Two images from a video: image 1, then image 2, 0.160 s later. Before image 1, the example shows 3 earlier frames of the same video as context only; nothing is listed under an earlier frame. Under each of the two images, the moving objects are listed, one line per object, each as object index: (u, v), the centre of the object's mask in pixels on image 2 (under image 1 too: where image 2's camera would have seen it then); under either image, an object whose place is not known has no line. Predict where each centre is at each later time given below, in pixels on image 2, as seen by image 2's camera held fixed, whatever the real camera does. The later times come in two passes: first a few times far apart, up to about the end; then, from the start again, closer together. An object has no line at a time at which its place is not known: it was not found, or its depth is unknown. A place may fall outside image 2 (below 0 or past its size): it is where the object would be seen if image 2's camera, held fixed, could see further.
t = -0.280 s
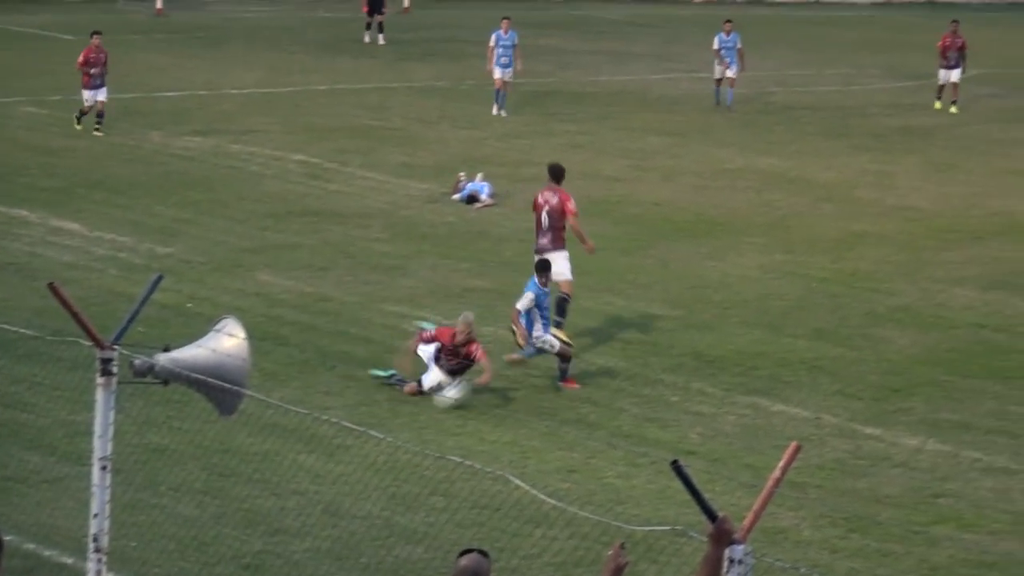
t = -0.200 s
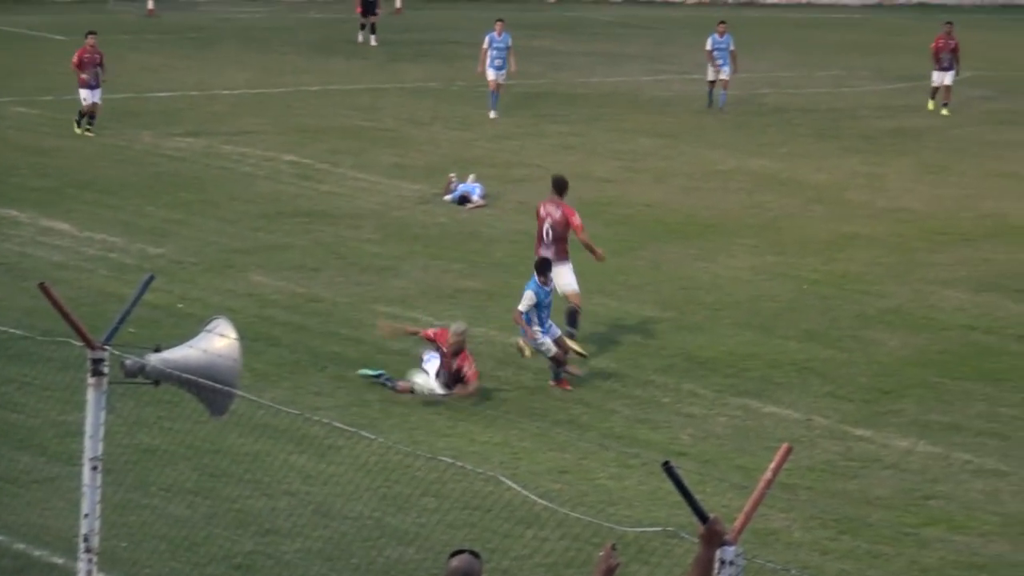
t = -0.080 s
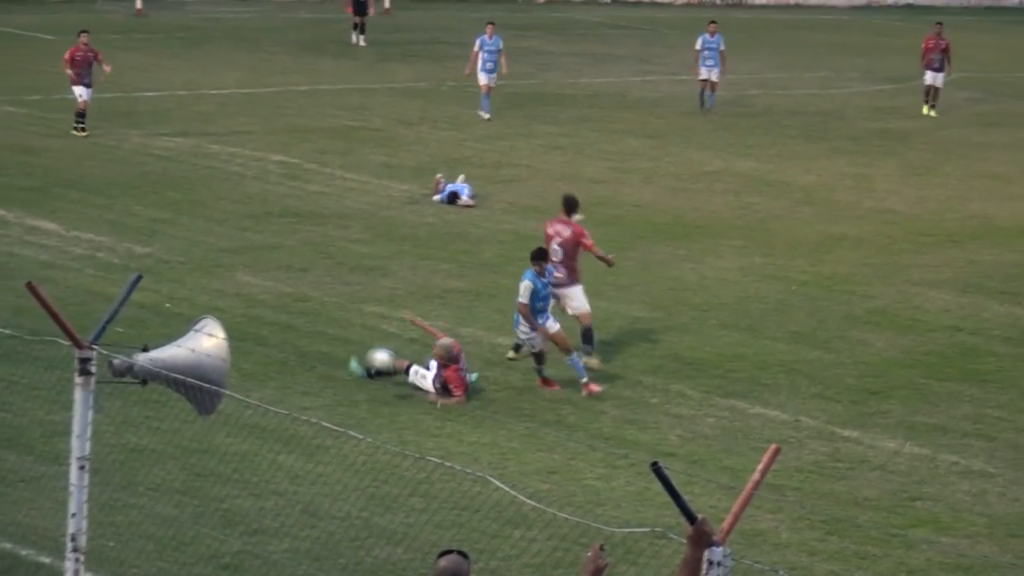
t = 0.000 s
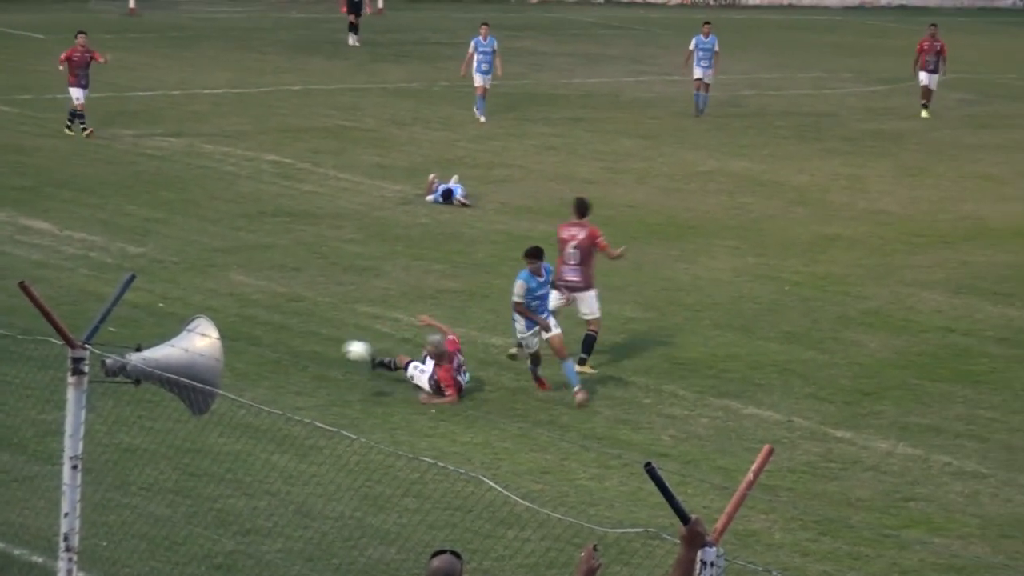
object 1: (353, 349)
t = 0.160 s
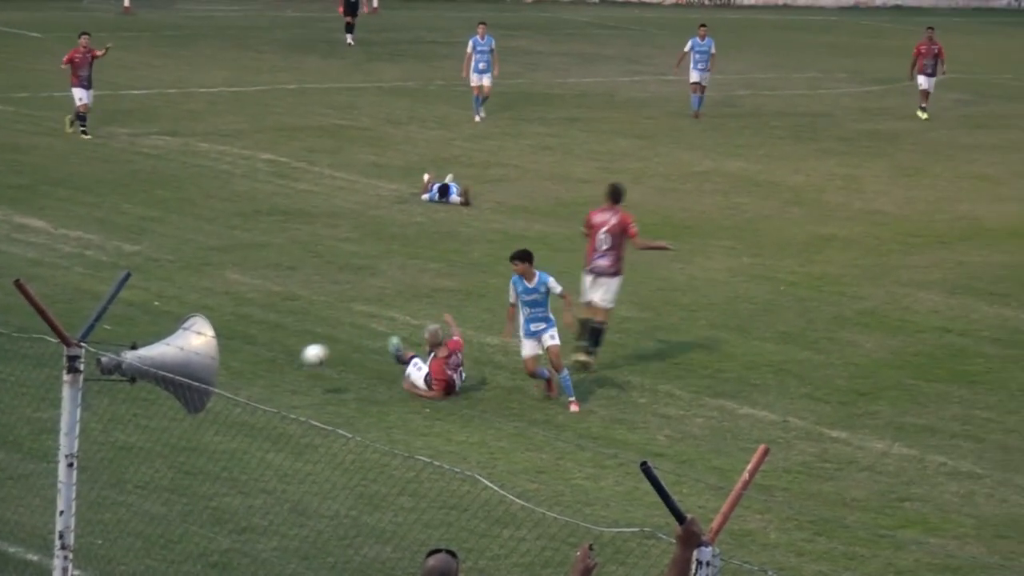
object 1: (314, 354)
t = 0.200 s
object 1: (304, 359)
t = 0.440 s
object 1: (246, 369)
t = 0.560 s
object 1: (223, 366)
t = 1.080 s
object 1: (92, 369)
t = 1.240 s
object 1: (56, 365)
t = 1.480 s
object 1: (14, 363)
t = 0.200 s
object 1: (304, 359)
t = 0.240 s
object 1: (295, 367)
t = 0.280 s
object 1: (286, 374)
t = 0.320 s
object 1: (275, 383)
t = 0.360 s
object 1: (266, 378)
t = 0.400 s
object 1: (255, 372)
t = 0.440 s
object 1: (246, 369)
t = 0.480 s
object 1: (236, 367)
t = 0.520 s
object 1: (229, 367)
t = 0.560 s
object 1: (223, 366)
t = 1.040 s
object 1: (94, 365)
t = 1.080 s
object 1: (92, 369)
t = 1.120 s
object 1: (90, 367)
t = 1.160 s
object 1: (86, 366)
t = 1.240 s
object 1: (56, 365)
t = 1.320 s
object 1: (45, 365)
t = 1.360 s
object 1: (37, 366)
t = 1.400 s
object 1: (29, 365)
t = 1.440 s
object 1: (22, 364)
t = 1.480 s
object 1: (14, 363)
